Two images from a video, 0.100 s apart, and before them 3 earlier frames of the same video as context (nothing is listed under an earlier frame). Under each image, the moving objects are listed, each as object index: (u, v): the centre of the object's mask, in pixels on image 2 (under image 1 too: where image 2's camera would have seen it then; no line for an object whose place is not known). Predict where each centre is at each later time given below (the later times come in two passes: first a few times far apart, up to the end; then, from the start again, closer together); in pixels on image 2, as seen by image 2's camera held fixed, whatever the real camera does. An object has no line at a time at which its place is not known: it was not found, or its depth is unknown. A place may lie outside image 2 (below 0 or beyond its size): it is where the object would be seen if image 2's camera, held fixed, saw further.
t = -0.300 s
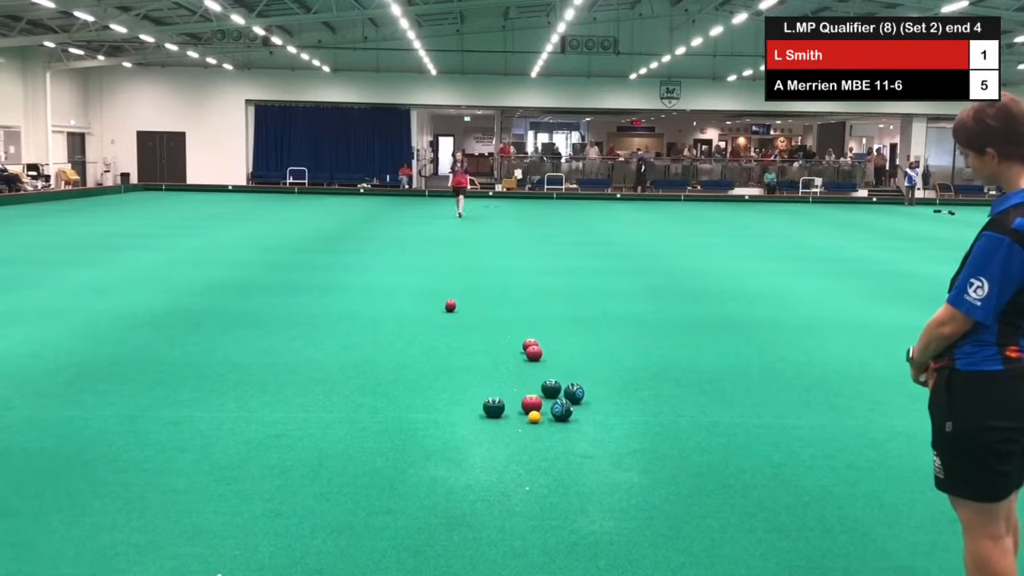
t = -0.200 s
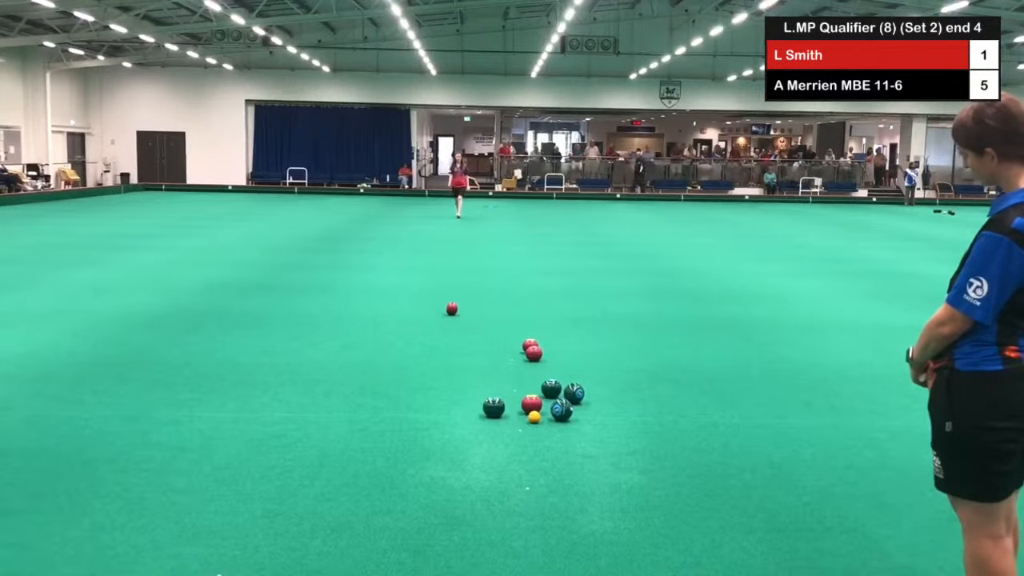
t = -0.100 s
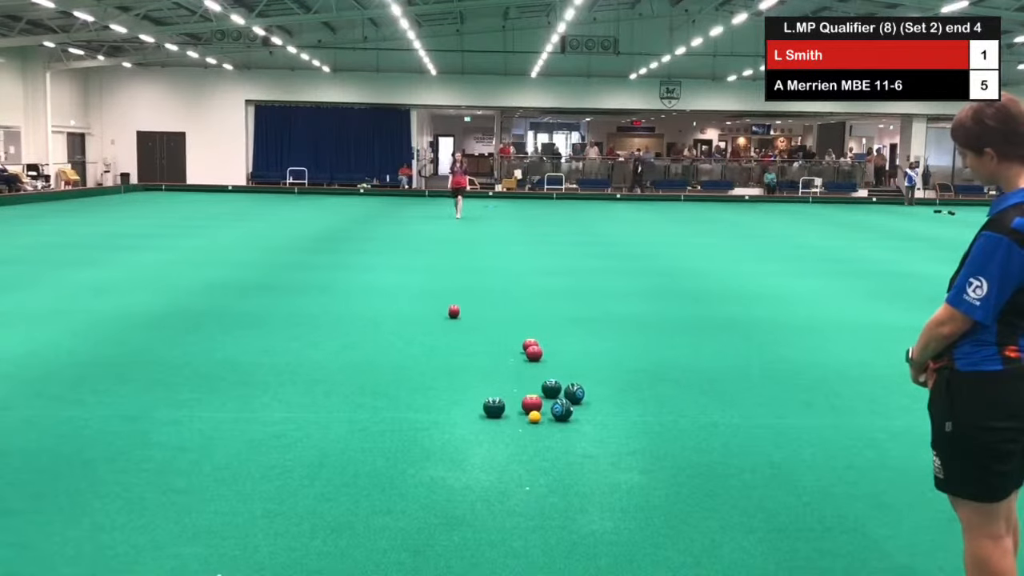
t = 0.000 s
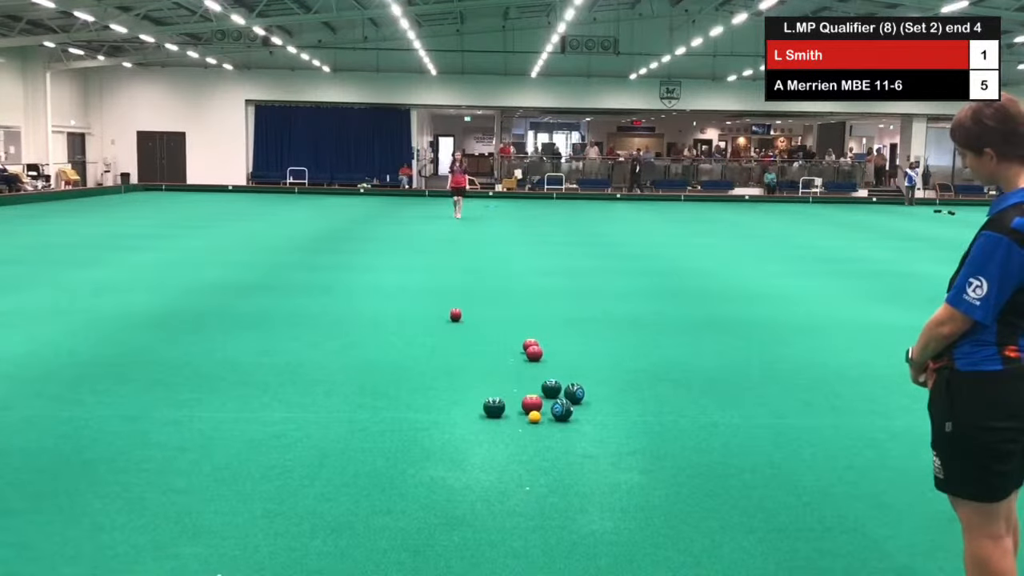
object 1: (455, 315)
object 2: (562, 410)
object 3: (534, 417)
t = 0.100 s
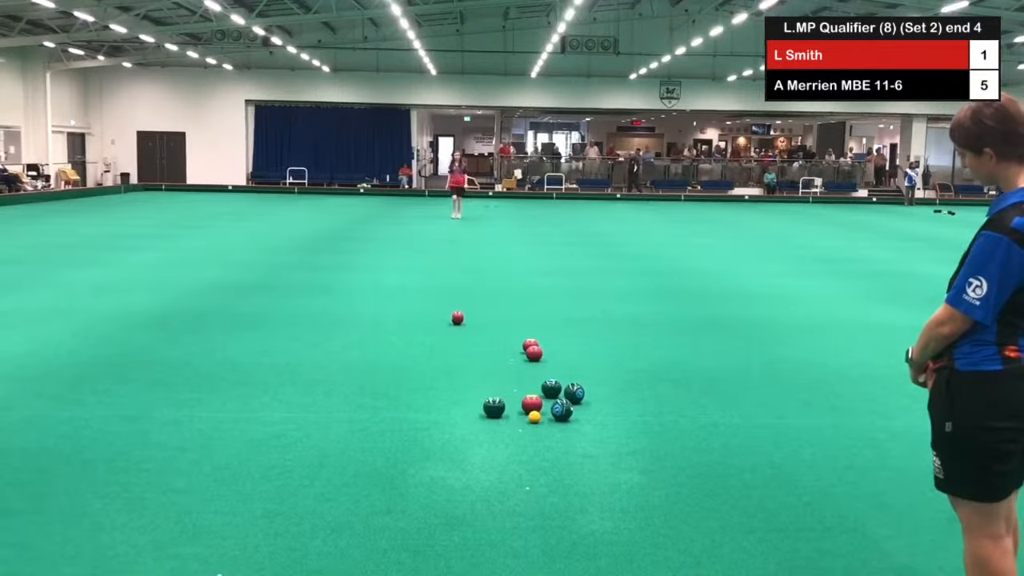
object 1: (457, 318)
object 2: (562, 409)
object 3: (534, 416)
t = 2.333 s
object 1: (522, 404)
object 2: (575, 411)
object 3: (523, 427)
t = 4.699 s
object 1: (531, 416)
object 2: (584, 409)
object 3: (464, 490)
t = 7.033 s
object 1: (530, 415)
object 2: (584, 409)
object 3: (457, 494)
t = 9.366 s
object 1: (531, 416)
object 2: (584, 409)
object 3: (457, 494)
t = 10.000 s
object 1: (531, 416)
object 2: (585, 408)
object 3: (457, 494)
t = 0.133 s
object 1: (458, 319)
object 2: (562, 410)
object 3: (534, 417)
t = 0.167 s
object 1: (458, 320)
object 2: (561, 409)
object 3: (534, 417)
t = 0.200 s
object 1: (459, 321)
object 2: (562, 409)
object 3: (534, 417)
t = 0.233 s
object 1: (460, 322)
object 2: (562, 409)
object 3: (534, 417)
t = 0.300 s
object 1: (461, 324)
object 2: (562, 410)
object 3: (534, 417)
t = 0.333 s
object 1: (462, 326)
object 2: (561, 410)
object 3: (534, 417)
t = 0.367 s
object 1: (463, 327)
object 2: (562, 410)
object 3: (534, 417)
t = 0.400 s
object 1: (463, 328)
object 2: (561, 410)
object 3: (534, 417)
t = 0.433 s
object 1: (464, 329)
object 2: (561, 410)
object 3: (534, 417)
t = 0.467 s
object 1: (465, 330)
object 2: (561, 410)
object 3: (534, 417)
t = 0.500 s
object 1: (466, 331)
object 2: (561, 409)
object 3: (534, 417)
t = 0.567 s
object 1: (468, 334)
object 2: (561, 410)
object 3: (534, 417)
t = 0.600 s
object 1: (468, 335)
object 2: (561, 410)
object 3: (534, 417)
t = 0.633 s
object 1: (469, 337)
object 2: (561, 410)
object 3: (534, 417)
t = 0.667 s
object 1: (470, 339)
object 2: (561, 410)
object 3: (534, 417)
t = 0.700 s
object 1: (471, 339)
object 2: (561, 410)
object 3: (534, 417)
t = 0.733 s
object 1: (472, 341)
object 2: (561, 410)
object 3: (534, 417)
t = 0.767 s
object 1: (473, 342)
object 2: (561, 410)
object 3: (534, 417)
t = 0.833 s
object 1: (475, 344)
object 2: (562, 410)
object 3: (534, 417)
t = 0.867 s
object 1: (477, 346)
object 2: (562, 410)
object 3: (534, 417)
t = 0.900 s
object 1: (478, 347)
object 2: (561, 410)
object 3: (534, 417)
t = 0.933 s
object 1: (479, 348)
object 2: (561, 410)
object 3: (534, 417)
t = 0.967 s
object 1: (480, 350)
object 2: (562, 410)
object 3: (534, 417)
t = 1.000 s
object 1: (481, 351)
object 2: (562, 410)
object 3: (534, 417)
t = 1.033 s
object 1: (482, 353)
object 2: (562, 410)
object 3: (534, 417)
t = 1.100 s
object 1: (485, 356)
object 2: (562, 410)
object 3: (534, 417)
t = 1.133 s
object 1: (486, 357)
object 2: (562, 410)
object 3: (534, 417)
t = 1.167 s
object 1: (487, 359)
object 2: (562, 410)
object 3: (534, 417)
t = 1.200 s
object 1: (488, 360)
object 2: (562, 410)
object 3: (534, 417)
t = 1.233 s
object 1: (490, 362)
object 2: (562, 410)
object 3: (534, 417)
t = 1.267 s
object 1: (491, 363)
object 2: (562, 410)
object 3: (534, 417)
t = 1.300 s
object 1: (492, 365)
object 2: (562, 410)
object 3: (534, 417)
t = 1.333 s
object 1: (494, 367)
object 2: (562, 410)
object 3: (534, 417)
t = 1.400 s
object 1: (496, 370)
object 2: (562, 410)
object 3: (534, 417)
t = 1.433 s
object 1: (498, 371)
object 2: (562, 410)
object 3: (534, 417)
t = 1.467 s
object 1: (499, 373)
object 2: (561, 410)
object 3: (534, 417)
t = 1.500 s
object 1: (500, 375)
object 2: (561, 410)
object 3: (534, 417)
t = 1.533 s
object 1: (502, 376)
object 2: (562, 410)
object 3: (534, 417)
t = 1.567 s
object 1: (503, 378)
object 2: (561, 410)
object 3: (534, 417)
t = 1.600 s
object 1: (506, 380)
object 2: (561, 410)
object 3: (534, 417)
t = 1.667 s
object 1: (509, 383)
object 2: (561, 410)
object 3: (534, 417)
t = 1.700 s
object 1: (511, 385)
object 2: (561, 410)
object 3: (534, 417)
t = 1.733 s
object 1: (512, 386)
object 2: (561, 410)
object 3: (534, 417)
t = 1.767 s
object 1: (514, 388)
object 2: (561, 410)
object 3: (534, 417)
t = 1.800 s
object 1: (516, 390)
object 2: (561, 410)
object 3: (534, 417)
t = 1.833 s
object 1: (517, 391)
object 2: (561, 410)
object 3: (534, 417)
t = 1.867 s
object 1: (519, 393)
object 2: (561, 410)
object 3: (534, 417)
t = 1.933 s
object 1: (521, 395)
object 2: (561, 410)
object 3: (534, 417)
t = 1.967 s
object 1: (522, 396)
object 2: (561, 410)
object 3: (534, 417)
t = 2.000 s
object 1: (522, 397)
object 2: (561, 410)
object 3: (534, 417)
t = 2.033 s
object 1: (522, 398)
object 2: (562, 410)
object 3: (534, 417)
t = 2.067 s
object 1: (522, 399)
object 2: (562, 410)
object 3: (534, 417)
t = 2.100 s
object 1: (522, 399)
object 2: (564, 410)
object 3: (532, 418)
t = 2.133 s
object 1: (522, 400)
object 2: (565, 410)
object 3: (531, 419)
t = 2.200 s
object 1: (522, 401)
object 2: (569, 410)
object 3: (528, 422)
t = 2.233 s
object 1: (522, 402)
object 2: (570, 410)
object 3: (527, 423)
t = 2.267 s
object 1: (522, 403)
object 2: (572, 410)
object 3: (525, 424)
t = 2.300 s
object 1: (522, 403)
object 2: (573, 411)
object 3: (524, 426)
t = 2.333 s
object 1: (522, 404)
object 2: (575, 411)
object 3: (523, 427)
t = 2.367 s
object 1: (522, 404)
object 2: (576, 411)
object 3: (522, 428)
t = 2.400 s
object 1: (522, 404)
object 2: (578, 411)
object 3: (520, 429)
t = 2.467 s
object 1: (522, 405)
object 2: (580, 411)
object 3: (518, 431)
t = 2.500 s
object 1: (522, 406)
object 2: (582, 411)
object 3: (516, 433)
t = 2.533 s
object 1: (522, 406)
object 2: (583, 411)
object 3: (515, 433)
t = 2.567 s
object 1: (522, 406)
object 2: (584, 411)
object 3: (514, 435)
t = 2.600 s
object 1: (523, 407)
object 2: (585, 411)
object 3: (512, 436)
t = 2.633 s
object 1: (523, 407)
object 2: (586, 411)
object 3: (511, 437)
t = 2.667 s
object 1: (523, 408)
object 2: (587, 411)
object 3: (510, 438)
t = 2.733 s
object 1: (523, 409)
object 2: (588, 410)
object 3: (508, 440)
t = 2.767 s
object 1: (523, 409)
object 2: (589, 410)
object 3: (507, 441)
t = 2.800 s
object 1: (524, 409)
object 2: (590, 410)
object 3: (505, 442)
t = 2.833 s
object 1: (524, 410)
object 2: (590, 410)
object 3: (504, 444)
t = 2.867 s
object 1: (524, 410)
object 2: (590, 409)
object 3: (503, 444)
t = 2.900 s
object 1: (524, 410)
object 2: (591, 409)
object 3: (502, 446)
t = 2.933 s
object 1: (525, 411)
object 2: (591, 409)
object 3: (501, 447)
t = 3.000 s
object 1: (525, 411)
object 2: (592, 409)
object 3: (499, 449)
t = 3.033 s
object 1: (525, 412)
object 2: (592, 408)
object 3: (498, 450)
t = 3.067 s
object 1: (526, 412)
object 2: (592, 408)
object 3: (497, 451)
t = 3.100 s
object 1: (526, 412)
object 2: (591, 408)
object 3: (496, 452)
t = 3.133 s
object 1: (526, 412)
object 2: (591, 408)
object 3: (495, 453)
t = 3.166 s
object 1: (527, 413)
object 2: (591, 408)
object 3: (494, 454)
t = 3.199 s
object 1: (527, 413)
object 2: (590, 408)
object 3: (493, 455)
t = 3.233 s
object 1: (527, 413)
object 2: (589, 408)
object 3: (492, 456)
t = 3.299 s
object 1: (528, 414)
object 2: (587, 408)
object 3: (490, 458)
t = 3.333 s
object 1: (528, 414)
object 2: (586, 408)
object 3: (489, 459)
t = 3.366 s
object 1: (528, 414)
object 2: (585, 408)
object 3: (488, 461)
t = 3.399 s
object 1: (528, 415)
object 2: (584, 408)
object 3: (487, 462)
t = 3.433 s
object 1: (528, 414)
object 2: (583, 408)
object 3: (486, 463)
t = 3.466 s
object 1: (528, 415)
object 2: (581, 408)
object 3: (486, 464)
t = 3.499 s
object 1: (529, 415)
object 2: (581, 407)
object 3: (485, 464)
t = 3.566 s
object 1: (529, 415)
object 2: (580, 407)
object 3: (483, 465)
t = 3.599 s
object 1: (529, 415)
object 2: (580, 407)
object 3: (482, 467)
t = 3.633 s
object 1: (530, 416)
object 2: (580, 407)
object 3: (481, 468)
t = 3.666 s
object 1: (530, 416)
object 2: (580, 407)
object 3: (481, 469)
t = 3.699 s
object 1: (530, 416)
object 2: (580, 407)
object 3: (480, 469)
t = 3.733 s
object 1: (530, 416)
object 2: (580, 407)
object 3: (480, 470)
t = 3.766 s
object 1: (530, 416)
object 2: (581, 407)
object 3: (479, 472)
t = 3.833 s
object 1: (531, 416)
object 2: (583, 407)
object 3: (477, 473)
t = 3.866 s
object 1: (531, 416)
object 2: (583, 408)
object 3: (476, 474)
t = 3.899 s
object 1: (531, 416)
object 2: (584, 408)
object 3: (476, 475)
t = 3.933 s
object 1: (531, 416)
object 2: (585, 408)
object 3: (475, 475)
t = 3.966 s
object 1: (531, 416)
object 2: (586, 408)
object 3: (474, 476)
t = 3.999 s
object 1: (531, 416)
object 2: (587, 408)
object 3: (474, 477)
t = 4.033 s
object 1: (531, 416)
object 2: (587, 408)
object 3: (473, 477)
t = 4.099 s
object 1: (531, 416)
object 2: (588, 408)
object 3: (472, 479)
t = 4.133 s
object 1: (531, 416)
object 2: (588, 408)
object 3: (471, 480)
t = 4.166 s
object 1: (531, 416)
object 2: (588, 408)
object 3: (471, 480)
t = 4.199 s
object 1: (531, 416)
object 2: (587, 408)
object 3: (470, 481)
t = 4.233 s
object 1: (531, 416)
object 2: (587, 409)
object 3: (469, 482)
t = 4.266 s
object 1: (531, 416)
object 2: (586, 408)
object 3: (469, 482)
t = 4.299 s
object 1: (531, 416)
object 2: (586, 409)
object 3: (468, 484)
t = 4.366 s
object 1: (531, 416)
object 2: (584, 409)
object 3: (468, 484)
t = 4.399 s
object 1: (531, 416)
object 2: (584, 408)
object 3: (468, 485)
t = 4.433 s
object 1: (531, 416)
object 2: (583, 408)
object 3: (467, 485)
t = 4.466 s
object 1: (531, 416)
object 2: (583, 408)
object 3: (467, 486)
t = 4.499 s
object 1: (531, 416)
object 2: (583, 408)
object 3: (466, 487)
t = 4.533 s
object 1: (531, 416)
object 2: (583, 408)
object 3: (466, 487)
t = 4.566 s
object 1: (531, 416)
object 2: (583, 408)
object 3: (465, 487)
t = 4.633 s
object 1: (531, 416)
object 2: (583, 408)
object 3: (464, 489)
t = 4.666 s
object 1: (531, 416)
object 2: (584, 409)
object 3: (464, 489)
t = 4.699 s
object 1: (531, 416)
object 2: (584, 409)
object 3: (464, 490)
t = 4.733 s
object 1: (531, 416)
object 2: (585, 408)
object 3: (463, 491)
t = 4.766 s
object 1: (531, 415)
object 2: (585, 408)
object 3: (463, 491)
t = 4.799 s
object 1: (531, 415)
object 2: (585, 408)
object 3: (462, 491)
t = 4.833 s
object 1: (531, 415)
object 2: (586, 408)
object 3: (462, 491)
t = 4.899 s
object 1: (531, 415)
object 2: (586, 408)
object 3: (461, 491)
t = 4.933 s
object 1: (531, 416)
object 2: (586, 408)
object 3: (461, 492)
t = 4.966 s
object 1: (531, 416)
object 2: (586, 408)
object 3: (460, 493)
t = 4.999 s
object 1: (531, 415)
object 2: (586, 408)
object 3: (460, 492)
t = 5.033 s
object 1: (531, 415)
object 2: (585, 408)
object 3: (460, 492)
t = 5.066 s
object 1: (530, 415)
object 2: (585, 408)
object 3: (459, 493)
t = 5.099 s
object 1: (531, 416)
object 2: (584, 408)
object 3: (459, 493)
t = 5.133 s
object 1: (530, 416)
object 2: (584, 408)
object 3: (458, 494)
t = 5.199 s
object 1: (530, 416)
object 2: (584, 408)
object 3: (458, 493)
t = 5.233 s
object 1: (530, 416)
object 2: (584, 408)
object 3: (458, 494)
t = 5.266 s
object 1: (530, 416)
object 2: (584, 408)
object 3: (458, 494)
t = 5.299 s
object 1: (530, 416)
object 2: (584, 408)
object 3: (458, 494)
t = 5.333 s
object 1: (530, 416)
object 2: (584, 408)
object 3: (457, 494)
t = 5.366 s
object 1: (531, 416)
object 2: (584, 408)
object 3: (457, 494)
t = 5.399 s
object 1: (530, 416)
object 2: (584, 408)
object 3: (457, 494)
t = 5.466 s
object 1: (530, 416)
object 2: (584, 408)
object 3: (456, 494)
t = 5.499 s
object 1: (530, 416)
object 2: (584, 408)
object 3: (456, 494)
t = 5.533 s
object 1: (530, 416)
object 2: (584, 408)
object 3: (456, 494)
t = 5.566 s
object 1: (530, 416)
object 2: (584, 408)
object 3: (456, 494)
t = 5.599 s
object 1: (530, 416)
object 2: (584, 408)
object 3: (457, 494)
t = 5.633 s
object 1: (530, 416)
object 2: (584, 408)
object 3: (457, 494)
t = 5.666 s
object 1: (530, 416)
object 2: (584, 408)
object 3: (457, 494)
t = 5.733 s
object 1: (530, 416)
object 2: (584, 408)
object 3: (457, 494)
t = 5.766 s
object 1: (530, 415)
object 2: (584, 409)
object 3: (457, 494)
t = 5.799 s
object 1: (530, 415)
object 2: (584, 409)
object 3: (457, 494)
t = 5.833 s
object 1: (530, 415)
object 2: (584, 408)
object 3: (457, 494)
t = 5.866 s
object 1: (530, 415)
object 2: (584, 409)
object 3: (457, 494)
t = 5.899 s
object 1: (530, 415)
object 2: (584, 408)
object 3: (457, 494)
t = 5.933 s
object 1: (530, 415)
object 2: (584, 408)
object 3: (457, 493)
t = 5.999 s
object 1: (530, 415)
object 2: (584, 408)
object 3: (457, 493)
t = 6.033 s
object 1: (530, 415)
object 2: (584, 408)
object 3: (457, 493)
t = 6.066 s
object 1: (530, 415)
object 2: (584, 408)
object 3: (457, 493)
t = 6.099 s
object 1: (530, 415)
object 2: (584, 409)
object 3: (457, 493)
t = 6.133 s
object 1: (530, 415)
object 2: (584, 409)
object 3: (457, 493)
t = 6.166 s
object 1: (530, 415)
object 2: (584, 409)
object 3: (457, 494)
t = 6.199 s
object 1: (530, 415)
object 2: (584, 408)
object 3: (457, 494)
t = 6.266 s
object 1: (530, 415)
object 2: (584, 409)
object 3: (457, 494)
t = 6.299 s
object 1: (530, 415)
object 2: (584, 408)
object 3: (457, 493)
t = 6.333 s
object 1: (530, 415)
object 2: (584, 408)
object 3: (457, 493)
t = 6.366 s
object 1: (530, 415)
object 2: (584, 408)
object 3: (457, 493)
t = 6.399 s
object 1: (530, 415)
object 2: (584, 408)
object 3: (457, 494)
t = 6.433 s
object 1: (530, 415)
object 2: (584, 408)
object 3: (457, 493)
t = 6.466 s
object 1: (530, 415)
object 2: (584, 408)
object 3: (457, 493)
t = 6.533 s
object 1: (530, 415)
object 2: (584, 408)
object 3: (457, 493)
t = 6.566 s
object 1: (530, 415)
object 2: (584, 408)
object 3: (457, 493)
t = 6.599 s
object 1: (530, 415)
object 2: (584, 408)
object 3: (457, 493)
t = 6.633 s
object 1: (530, 415)
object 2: (584, 408)
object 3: (457, 494)
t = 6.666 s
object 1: (530, 415)
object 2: (584, 408)
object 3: (457, 494)
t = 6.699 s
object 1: (530, 415)
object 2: (584, 408)
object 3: (457, 494)
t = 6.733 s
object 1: (530, 415)
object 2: (584, 409)
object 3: (457, 494)
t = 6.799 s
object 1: (530, 415)
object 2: (584, 408)
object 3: (457, 494)
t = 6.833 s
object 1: (530, 415)
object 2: (584, 408)
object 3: (457, 494)
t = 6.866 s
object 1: (530, 415)
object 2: (584, 408)
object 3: (457, 494)
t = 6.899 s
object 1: (530, 415)
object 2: (584, 408)
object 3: (457, 494)
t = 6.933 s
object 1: (530, 415)
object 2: (584, 408)
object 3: (457, 494)
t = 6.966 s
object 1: (530, 415)
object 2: (584, 409)
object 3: (457, 494)
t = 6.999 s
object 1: (530, 415)
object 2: (584, 409)
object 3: (457, 494)
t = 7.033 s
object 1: (530, 415)
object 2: (584, 409)
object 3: (457, 494)
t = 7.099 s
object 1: (531, 415)
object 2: (584, 409)
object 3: (457, 494)
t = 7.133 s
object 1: (531, 415)
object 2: (584, 409)
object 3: (457, 494)
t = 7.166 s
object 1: (531, 415)
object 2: (584, 409)
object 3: (457, 494)
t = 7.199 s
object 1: (531, 415)
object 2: (584, 409)
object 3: (457, 494)
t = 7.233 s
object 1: (531, 415)
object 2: (584, 409)
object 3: (457, 494)
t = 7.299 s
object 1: (531, 415)
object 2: (584, 409)
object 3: (457, 494)
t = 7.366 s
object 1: (531, 415)
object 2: (584, 408)
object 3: (457, 494)
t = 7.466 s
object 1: (531, 415)
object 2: (584, 408)
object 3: (457, 494)
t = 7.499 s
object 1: (531, 415)
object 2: (584, 408)
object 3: (457, 494)
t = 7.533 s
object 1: (531, 415)
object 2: (584, 408)
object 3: (457, 494)
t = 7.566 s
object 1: (531, 415)
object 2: (584, 408)
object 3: (457, 494)
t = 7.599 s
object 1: (531, 415)
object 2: (584, 408)
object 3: (457, 494)
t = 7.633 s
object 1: (531, 415)
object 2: (584, 409)
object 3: (457, 494)
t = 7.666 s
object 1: (531, 415)
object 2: (584, 408)
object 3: (457, 494)
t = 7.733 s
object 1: (531, 415)
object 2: (584, 408)
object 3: (457, 494)
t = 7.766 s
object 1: (531, 415)
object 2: (584, 408)
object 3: (457, 494)
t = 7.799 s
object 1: (531, 415)
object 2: (584, 408)
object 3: (457, 494)
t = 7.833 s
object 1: (531, 415)
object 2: (584, 408)
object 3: (457, 494)
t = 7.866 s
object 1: (531, 415)
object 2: (584, 408)
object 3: (457, 494)
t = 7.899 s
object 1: (531, 415)
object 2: (584, 408)
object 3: (457, 494)
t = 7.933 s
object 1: (531, 415)
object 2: (584, 408)
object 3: (457, 494)
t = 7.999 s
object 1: (531, 416)
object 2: (584, 408)
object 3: (457, 495)
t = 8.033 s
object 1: (531, 416)
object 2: (584, 409)
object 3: (457, 494)
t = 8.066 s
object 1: (531, 416)
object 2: (584, 409)
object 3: (457, 494)
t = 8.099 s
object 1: (531, 416)
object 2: (584, 409)
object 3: (457, 494)
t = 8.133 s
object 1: (531, 416)
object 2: (584, 409)
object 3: (457, 494)
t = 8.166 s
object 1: (531, 416)
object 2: (584, 409)
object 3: (457, 494)
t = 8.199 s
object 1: (531, 416)
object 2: (584, 409)
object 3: (457, 494)
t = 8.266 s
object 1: (531, 416)
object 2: (584, 409)
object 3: (457, 495)
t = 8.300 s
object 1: (531, 416)
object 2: (584, 409)
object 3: (457, 495)
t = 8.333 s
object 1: (531, 416)
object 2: (584, 409)
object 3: (457, 494)
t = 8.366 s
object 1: (531, 416)
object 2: (584, 409)
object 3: (457, 494)
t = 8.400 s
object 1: (531, 416)
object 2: (585, 409)
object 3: (457, 495)
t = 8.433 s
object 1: (531, 416)
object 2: (584, 409)
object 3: (457, 494)
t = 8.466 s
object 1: (531, 416)
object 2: (584, 409)
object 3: (457, 495)
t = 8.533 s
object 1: (531, 416)
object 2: (584, 409)
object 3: (457, 494)
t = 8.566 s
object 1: (531, 416)
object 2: (584, 409)
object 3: (457, 494)
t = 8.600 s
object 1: (531, 416)
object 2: (584, 409)
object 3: (457, 494)
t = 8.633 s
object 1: (531, 416)
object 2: (584, 409)
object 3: (457, 495)
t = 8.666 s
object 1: (531, 416)
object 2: (584, 409)
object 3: (457, 494)
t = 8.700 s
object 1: (531, 416)
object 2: (584, 409)
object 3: (457, 495)
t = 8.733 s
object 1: (531, 416)
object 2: (584, 409)
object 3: (457, 494)
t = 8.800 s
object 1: (531, 416)
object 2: (584, 409)
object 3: (457, 494)
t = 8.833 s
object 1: (531, 416)
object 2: (585, 409)
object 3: (457, 494)
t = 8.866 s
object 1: (531, 416)
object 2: (585, 409)
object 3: (457, 494)
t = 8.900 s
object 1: (531, 416)
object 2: (585, 409)
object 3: (457, 494)
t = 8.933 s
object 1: (531, 416)
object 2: (585, 409)
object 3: (457, 494)
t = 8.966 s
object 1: (531, 416)
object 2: (585, 409)
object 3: (457, 495)
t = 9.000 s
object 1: (531, 416)
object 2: (584, 409)
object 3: (457, 494)
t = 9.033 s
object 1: (531, 416)
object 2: (584, 409)
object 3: (457, 494)
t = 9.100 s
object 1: (531, 416)
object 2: (584, 409)
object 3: (457, 494)
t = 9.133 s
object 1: (531, 416)
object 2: (584, 409)
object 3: (457, 494)
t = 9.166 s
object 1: (531, 416)
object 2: (584, 409)
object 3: (457, 494)
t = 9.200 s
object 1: (531, 416)
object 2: (584, 409)
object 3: (457, 494)
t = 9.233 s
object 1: (531, 416)
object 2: (584, 409)
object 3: (457, 495)
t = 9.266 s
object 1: (531, 416)
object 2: (584, 409)
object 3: (457, 494)
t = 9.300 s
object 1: (531, 416)
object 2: (584, 409)
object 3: (457, 494)
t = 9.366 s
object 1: (531, 416)
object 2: (584, 409)
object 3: (457, 494)
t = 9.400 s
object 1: (531, 416)
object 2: (584, 409)
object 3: (457, 495)
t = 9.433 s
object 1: (531, 416)
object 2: (584, 408)
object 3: (457, 494)
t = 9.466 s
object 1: (531, 416)
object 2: (584, 408)
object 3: (457, 494)
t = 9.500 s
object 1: (531, 416)
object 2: (584, 408)
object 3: (457, 494)
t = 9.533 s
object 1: (531, 416)
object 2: (584, 408)
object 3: (457, 494)
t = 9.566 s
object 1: (531, 416)
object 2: (584, 408)
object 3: (457, 494)
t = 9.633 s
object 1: (531, 416)
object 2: (584, 408)
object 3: (457, 494)
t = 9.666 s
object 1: (531, 416)
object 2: (584, 408)
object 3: (457, 494)
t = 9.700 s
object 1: (531, 416)
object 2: (584, 408)
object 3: (457, 494)
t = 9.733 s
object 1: (531, 416)
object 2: (584, 408)
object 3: (457, 494)
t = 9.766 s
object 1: (531, 416)
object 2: (584, 408)
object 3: (457, 494)
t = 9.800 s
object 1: (531, 416)
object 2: (584, 408)
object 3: (457, 494)
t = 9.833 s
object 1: (531, 416)
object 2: (585, 408)
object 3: (457, 494)
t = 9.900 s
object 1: (531, 416)
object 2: (585, 408)
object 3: (457, 494)
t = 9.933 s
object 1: (531, 416)
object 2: (585, 408)
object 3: (457, 494)
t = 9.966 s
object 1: (531, 416)
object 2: (585, 408)
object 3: (457, 494)
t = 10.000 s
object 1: (531, 416)
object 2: (585, 408)
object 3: (457, 494)
